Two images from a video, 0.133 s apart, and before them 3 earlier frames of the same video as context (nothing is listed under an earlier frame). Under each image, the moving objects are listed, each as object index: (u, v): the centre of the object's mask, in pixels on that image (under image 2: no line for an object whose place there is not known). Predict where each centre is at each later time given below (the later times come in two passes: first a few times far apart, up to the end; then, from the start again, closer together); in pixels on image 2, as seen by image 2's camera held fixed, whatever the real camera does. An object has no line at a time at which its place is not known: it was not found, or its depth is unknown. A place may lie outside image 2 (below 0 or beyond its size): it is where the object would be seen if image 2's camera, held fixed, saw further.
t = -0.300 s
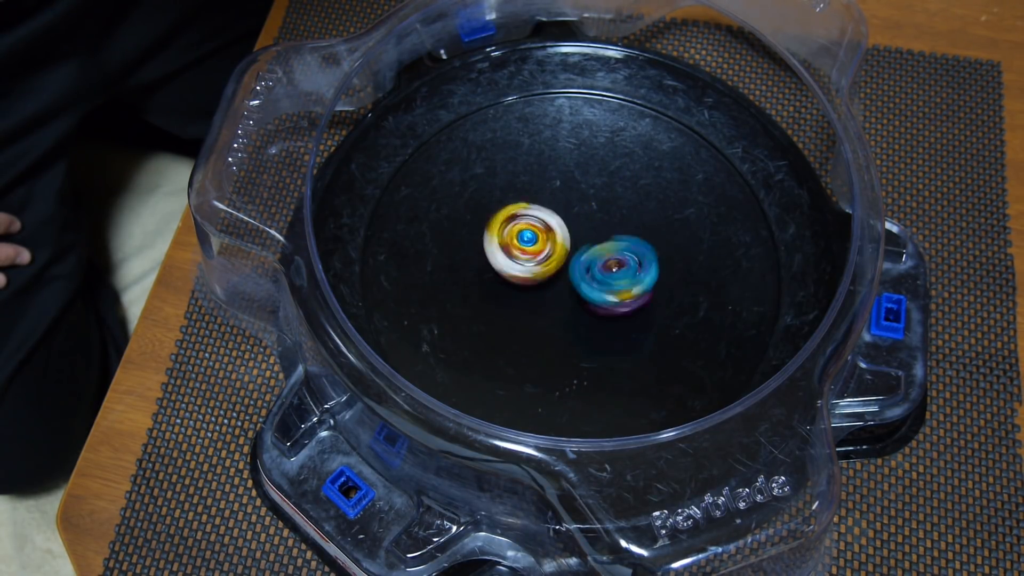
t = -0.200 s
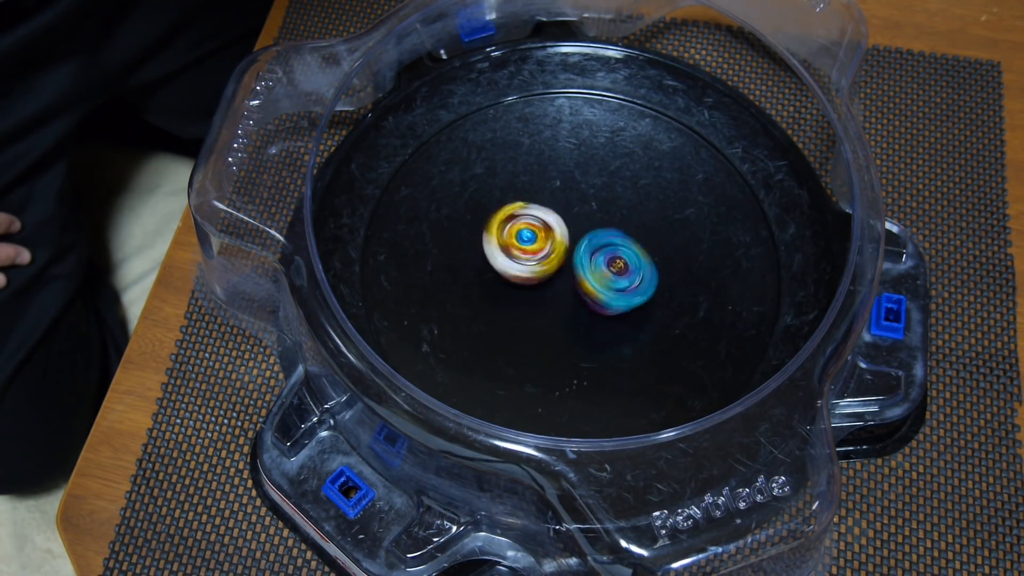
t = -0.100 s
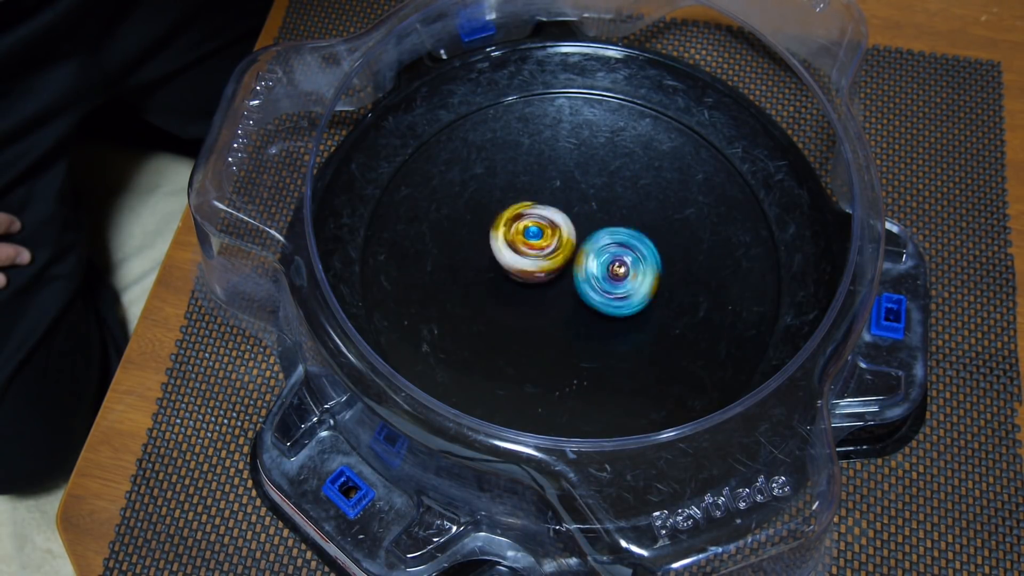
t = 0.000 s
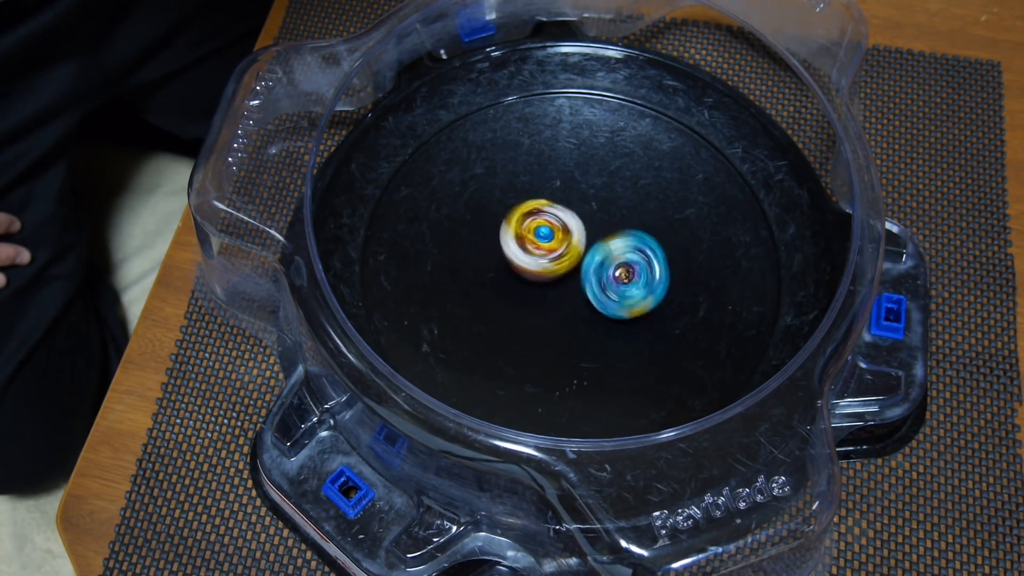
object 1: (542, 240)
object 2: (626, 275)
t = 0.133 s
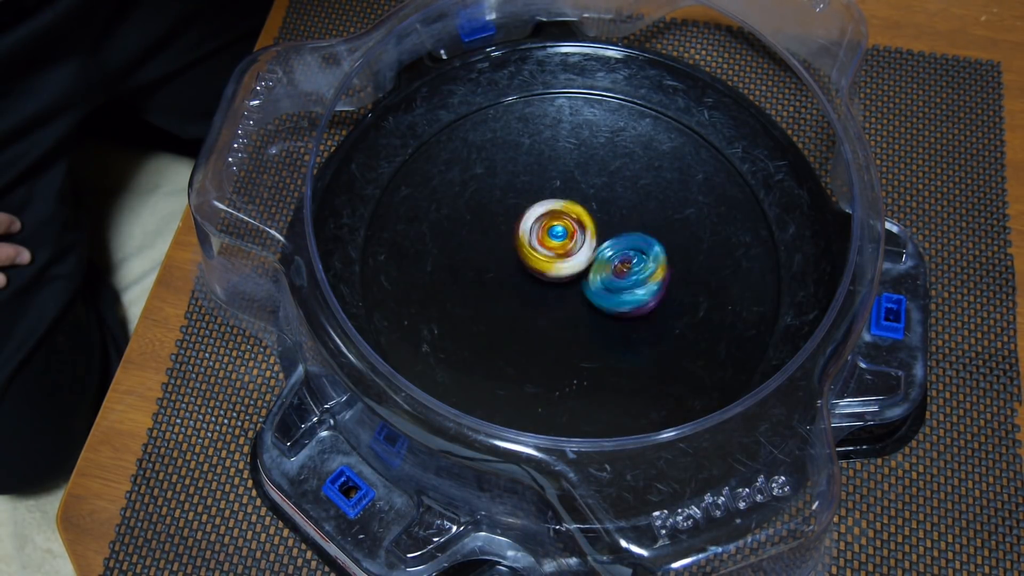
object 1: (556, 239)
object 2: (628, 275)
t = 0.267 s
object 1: (545, 237)
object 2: (632, 289)
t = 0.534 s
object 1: (535, 254)
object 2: (634, 291)
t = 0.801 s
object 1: (541, 262)
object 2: (650, 280)
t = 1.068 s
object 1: (544, 261)
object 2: (626, 261)
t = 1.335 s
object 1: (540, 267)
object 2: (618, 257)
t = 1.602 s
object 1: (538, 266)
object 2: (616, 256)
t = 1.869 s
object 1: (538, 266)
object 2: (616, 256)
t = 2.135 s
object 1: (538, 266)
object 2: (616, 256)
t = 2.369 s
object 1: (538, 266)
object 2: (616, 256)
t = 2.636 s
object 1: (538, 266)
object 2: (616, 256)
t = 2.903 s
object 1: (538, 266)
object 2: (616, 256)
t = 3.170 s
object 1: (538, 266)
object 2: (616, 256)
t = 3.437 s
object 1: (538, 266)
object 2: (616, 256)
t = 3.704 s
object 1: (538, 266)
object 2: (616, 256)
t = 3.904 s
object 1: (538, 266)
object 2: (616, 256)
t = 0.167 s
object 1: (554, 236)
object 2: (631, 279)
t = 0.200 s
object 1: (548, 232)
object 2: (635, 283)
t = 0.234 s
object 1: (545, 234)
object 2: (635, 286)
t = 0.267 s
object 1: (545, 237)
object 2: (632, 289)
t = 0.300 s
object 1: (548, 241)
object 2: (623, 290)
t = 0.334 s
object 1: (548, 242)
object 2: (621, 289)
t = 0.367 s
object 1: (541, 239)
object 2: (626, 291)
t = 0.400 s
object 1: (536, 240)
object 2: (629, 294)
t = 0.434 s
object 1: (534, 243)
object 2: (629, 294)
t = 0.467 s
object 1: (533, 245)
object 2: (631, 293)
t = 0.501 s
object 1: (533, 251)
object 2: (634, 293)
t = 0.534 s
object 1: (535, 254)
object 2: (634, 291)
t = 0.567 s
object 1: (537, 259)
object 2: (632, 286)
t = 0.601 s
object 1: (543, 264)
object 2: (630, 282)
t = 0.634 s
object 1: (541, 265)
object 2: (636, 281)
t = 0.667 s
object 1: (538, 265)
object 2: (644, 284)
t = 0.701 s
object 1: (538, 264)
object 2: (649, 283)
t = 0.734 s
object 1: (539, 262)
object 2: (651, 281)
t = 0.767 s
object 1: (539, 262)
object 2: (652, 281)
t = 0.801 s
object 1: (541, 262)
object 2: (650, 280)
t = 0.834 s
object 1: (543, 261)
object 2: (648, 277)
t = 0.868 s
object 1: (545, 262)
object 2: (646, 274)
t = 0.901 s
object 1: (548, 261)
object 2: (645, 272)
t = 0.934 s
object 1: (549, 260)
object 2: (641, 271)
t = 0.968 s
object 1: (548, 258)
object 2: (636, 270)
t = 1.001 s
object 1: (546, 258)
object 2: (630, 268)
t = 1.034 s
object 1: (545, 260)
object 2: (628, 264)
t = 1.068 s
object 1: (544, 261)
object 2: (626, 261)
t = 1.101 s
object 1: (541, 263)
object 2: (626, 258)
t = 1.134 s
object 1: (539, 266)
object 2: (626, 255)
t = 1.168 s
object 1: (539, 270)
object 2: (626, 255)
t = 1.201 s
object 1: (539, 270)
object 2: (626, 254)
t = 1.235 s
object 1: (538, 268)
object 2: (625, 254)
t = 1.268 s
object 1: (538, 267)
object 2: (624, 255)
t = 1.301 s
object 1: (539, 267)
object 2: (621, 256)
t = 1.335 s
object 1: (540, 267)
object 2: (618, 257)
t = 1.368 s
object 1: (538, 267)
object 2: (616, 256)
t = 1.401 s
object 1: (538, 267)
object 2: (617, 256)
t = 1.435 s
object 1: (538, 267)
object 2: (617, 256)
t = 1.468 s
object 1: (538, 267)
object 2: (617, 256)
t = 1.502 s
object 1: (538, 267)
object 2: (616, 256)
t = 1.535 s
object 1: (538, 266)
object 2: (616, 256)
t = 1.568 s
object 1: (538, 266)
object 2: (616, 256)
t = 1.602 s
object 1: (538, 266)
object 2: (616, 256)
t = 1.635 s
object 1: (538, 266)
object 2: (616, 256)
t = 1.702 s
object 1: (538, 266)
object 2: (616, 256)
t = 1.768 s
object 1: (538, 266)
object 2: (616, 256)
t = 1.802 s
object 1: (538, 266)
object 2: (616, 256)
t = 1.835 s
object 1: (538, 266)
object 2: (616, 256)
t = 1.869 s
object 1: (538, 266)
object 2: (616, 256)
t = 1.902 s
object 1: (538, 266)
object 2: (616, 256)
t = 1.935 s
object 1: (538, 266)
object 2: (616, 256)
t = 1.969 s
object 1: (538, 266)
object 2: (616, 256)
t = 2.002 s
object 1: (538, 266)
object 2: (616, 256)
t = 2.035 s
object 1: (538, 266)
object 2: (616, 256)
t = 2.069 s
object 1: (538, 266)
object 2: (616, 256)
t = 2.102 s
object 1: (538, 266)
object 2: (616, 256)
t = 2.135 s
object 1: (538, 266)
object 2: (616, 256)
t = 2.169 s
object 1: (538, 266)
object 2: (616, 256)
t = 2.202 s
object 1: (538, 266)
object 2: (616, 256)
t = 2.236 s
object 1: (538, 266)
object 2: (616, 256)
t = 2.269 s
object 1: (538, 266)
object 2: (616, 256)
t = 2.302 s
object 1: (538, 266)
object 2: (616, 256)
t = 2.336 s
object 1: (538, 266)
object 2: (616, 256)
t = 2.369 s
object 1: (538, 266)
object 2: (616, 256)
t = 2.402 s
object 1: (538, 266)
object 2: (616, 256)
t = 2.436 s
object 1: (538, 266)
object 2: (616, 256)
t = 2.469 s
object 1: (538, 266)
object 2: (616, 256)
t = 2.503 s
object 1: (538, 266)
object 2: (616, 256)
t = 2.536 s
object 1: (538, 266)
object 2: (616, 256)
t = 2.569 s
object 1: (538, 266)
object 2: (616, 256)
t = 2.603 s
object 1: (538, 266)
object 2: (616, 256)
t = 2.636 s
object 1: (538, 266)
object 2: (616, 256)
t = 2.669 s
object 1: (538, 266)
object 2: (616, 256)
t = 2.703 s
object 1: (538, 266)
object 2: (616, 256)
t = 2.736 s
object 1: (538, 266)
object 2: (616, 256)
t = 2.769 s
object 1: (538, 266)
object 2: (616, 256)
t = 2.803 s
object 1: (538, 266)
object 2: (616, 256)
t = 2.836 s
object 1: (538, 266)
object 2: (616, 256)
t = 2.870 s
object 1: (538, 266)
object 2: (616, 256)
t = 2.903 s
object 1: (538, 266)
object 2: (616, 256)
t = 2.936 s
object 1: (538, 266)
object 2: (616, 256)
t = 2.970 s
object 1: (538, 266)
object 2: (616, 256)
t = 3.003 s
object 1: (538, 266)
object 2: (616, 256)
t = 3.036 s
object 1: (538, 266)
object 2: (616, 256)
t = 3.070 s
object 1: (538, 266)
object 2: (616, 256)
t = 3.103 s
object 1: (538, 266)
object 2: (616, 256)
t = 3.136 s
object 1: (538, 266)
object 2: (616, 256)
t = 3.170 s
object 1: (538, 266)
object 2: (616, 256)
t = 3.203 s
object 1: (538, 266)
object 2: (616, 256)
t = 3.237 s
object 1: (538, 266)
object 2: (616, 256)
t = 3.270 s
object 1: (538, 266)
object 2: (616, 256)
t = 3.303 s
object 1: (538, 266)
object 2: (616, 256)
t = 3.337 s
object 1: (538, 266)
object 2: (616, 256)
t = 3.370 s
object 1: (538, 266)
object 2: (616, 256)
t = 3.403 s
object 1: (538, 266)
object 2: (616, 256)
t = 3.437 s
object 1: (538, 266)
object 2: (616, 256)
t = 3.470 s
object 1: (538, 266)
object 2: (616, 256)
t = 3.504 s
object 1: (538, 266)
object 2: (616, 256)
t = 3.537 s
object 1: (538, 266)
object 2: (616, 256)
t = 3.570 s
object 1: (538, 266)
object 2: (616, 256)
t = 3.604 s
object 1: (538, 266)
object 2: (616, 256)
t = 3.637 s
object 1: (538, 266)
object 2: (616, 256)
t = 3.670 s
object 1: (538, 266)
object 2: (616, 256)
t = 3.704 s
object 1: (538, 266)
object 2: (616, 256)
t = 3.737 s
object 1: (538, 266)
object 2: (616, 256)
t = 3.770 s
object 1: (538, 266)
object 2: (616, 256)
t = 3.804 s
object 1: (538, 266)
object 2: (616, 256)
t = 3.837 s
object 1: (538, 266)
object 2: (616, 256)
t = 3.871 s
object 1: (538, 266)
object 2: (616, 256)
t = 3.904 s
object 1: (538, 266)
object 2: (616, 256)
